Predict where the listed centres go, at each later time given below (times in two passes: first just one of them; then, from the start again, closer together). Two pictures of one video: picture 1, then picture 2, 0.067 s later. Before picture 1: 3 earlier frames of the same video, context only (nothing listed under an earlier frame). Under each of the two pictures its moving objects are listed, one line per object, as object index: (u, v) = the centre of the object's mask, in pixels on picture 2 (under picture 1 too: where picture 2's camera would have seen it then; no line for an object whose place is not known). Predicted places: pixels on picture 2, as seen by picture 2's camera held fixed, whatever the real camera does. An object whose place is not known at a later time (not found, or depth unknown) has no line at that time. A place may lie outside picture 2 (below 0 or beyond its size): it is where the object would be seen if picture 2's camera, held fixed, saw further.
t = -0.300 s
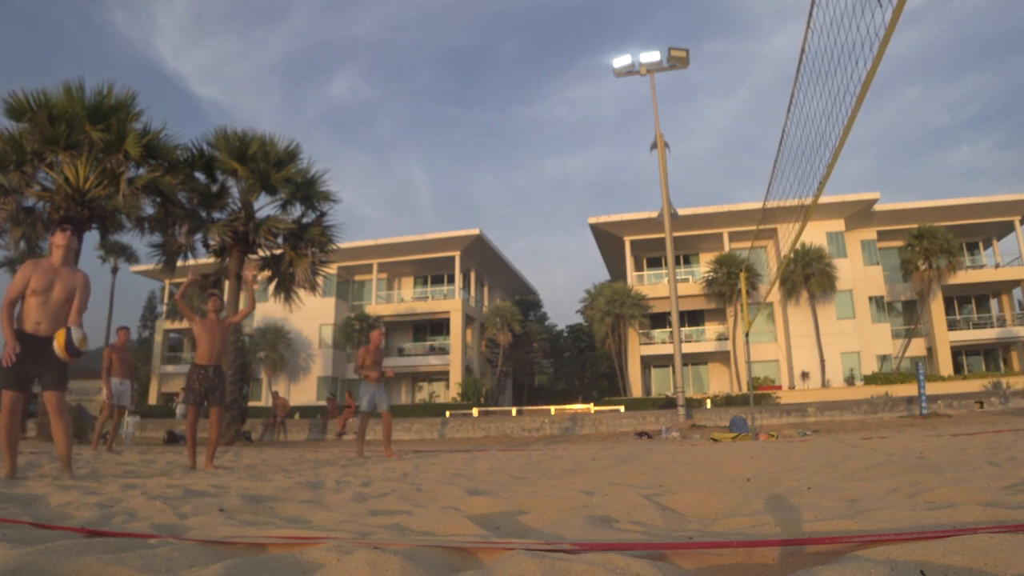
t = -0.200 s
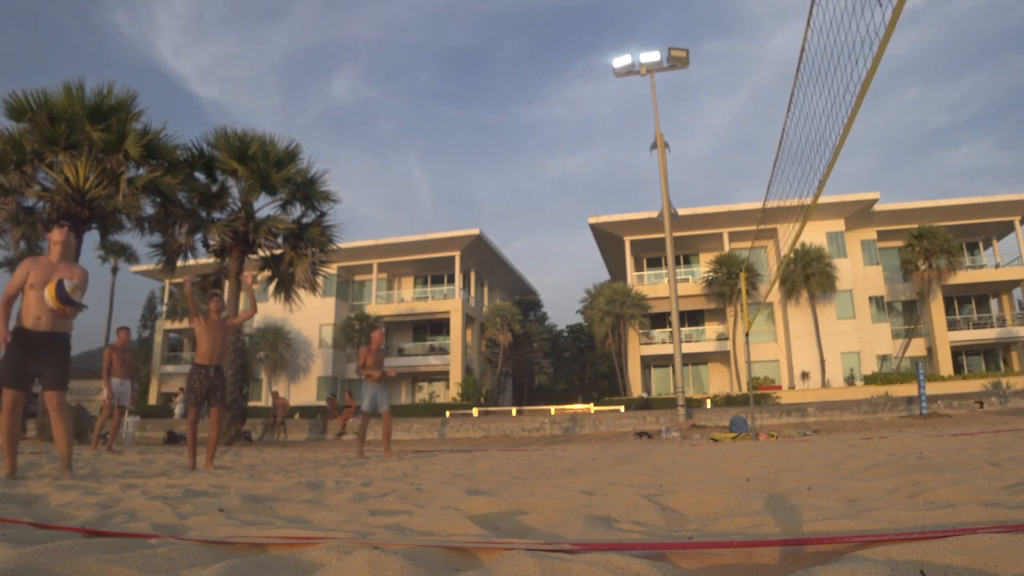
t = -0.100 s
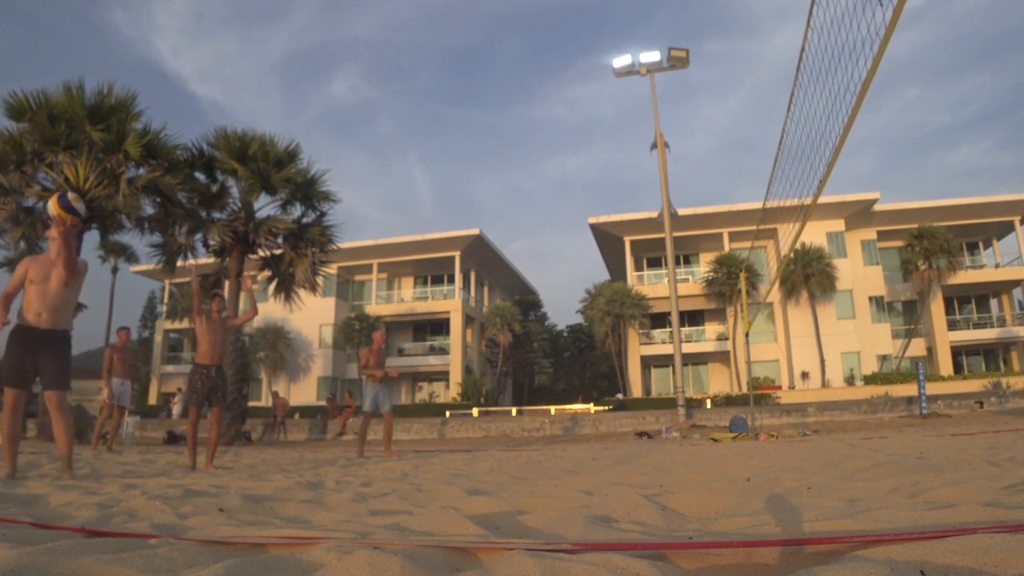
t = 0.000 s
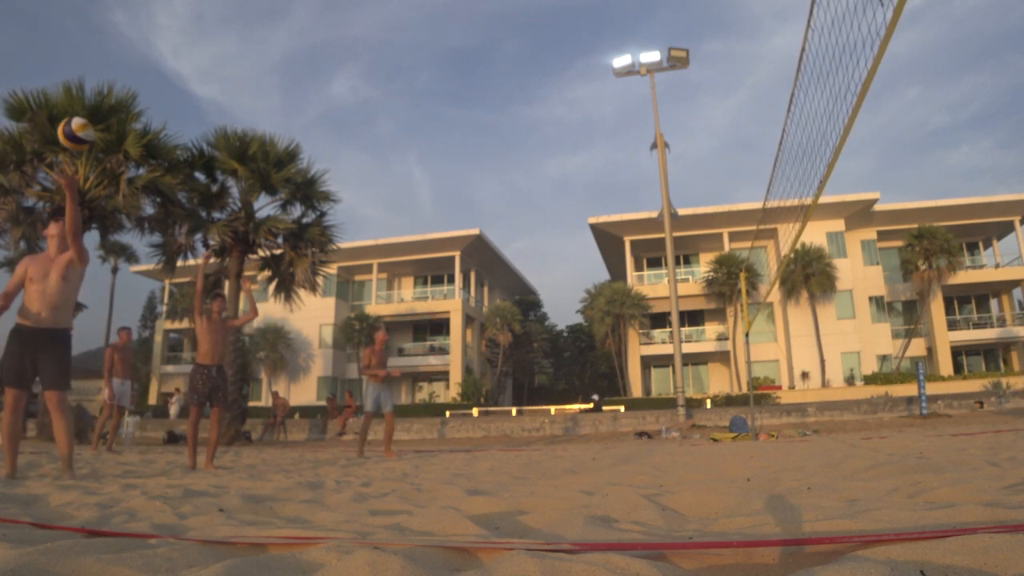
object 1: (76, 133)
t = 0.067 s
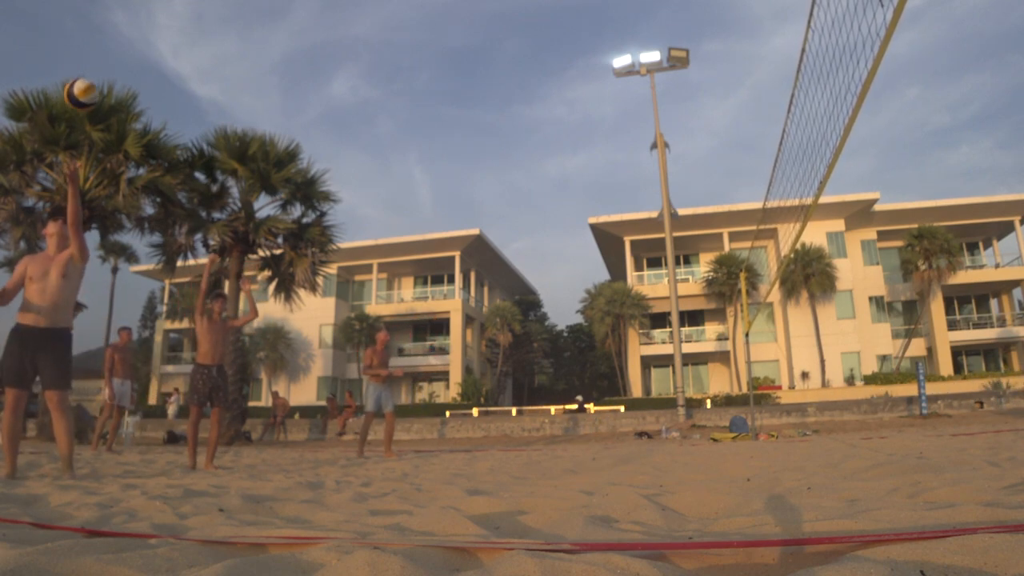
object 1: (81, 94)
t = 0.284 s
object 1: (94, 18)
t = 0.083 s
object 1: (83, 85)
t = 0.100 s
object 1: (84, 77)
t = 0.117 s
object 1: (85, 70)
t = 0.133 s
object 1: (86, 63)
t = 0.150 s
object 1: (87, 57)
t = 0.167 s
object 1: (88, 51)
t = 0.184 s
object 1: (89, 45)
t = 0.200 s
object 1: (90, 40)
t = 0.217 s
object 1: (91, 34)
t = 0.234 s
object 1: (92, 30)
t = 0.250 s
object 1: (93, 25)
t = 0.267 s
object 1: (93, 21)
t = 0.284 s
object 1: (94, 18)
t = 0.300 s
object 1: (94, 15)
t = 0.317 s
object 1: (95, 13)
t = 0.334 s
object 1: (95, 11)
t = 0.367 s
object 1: (96, 9)
